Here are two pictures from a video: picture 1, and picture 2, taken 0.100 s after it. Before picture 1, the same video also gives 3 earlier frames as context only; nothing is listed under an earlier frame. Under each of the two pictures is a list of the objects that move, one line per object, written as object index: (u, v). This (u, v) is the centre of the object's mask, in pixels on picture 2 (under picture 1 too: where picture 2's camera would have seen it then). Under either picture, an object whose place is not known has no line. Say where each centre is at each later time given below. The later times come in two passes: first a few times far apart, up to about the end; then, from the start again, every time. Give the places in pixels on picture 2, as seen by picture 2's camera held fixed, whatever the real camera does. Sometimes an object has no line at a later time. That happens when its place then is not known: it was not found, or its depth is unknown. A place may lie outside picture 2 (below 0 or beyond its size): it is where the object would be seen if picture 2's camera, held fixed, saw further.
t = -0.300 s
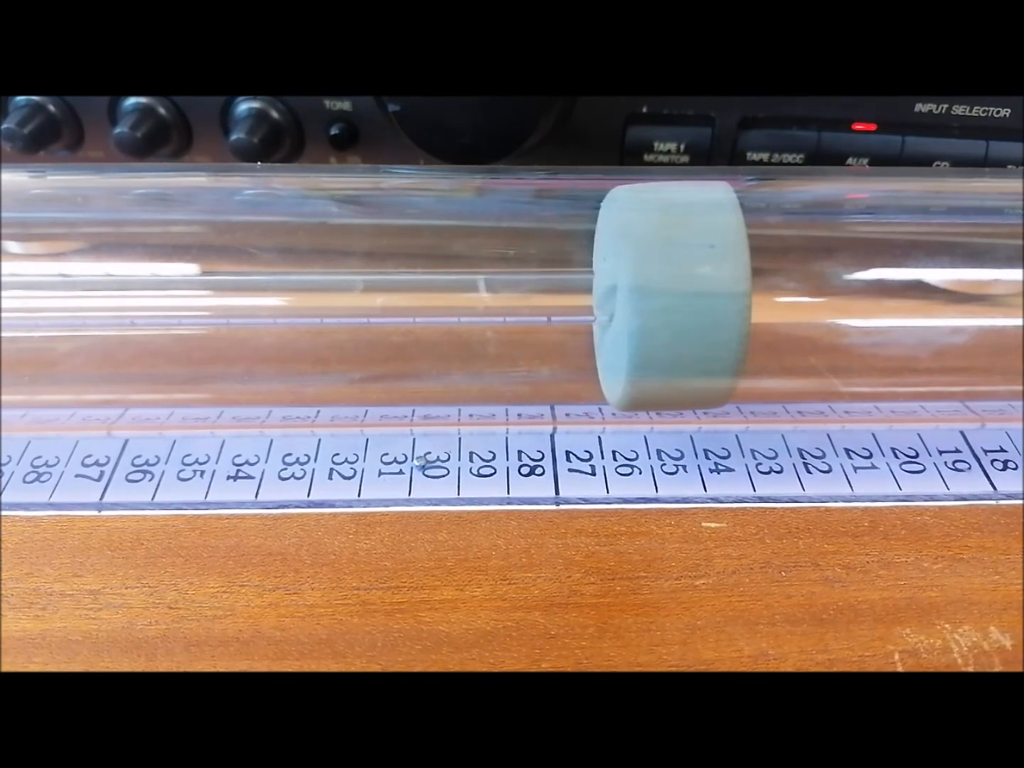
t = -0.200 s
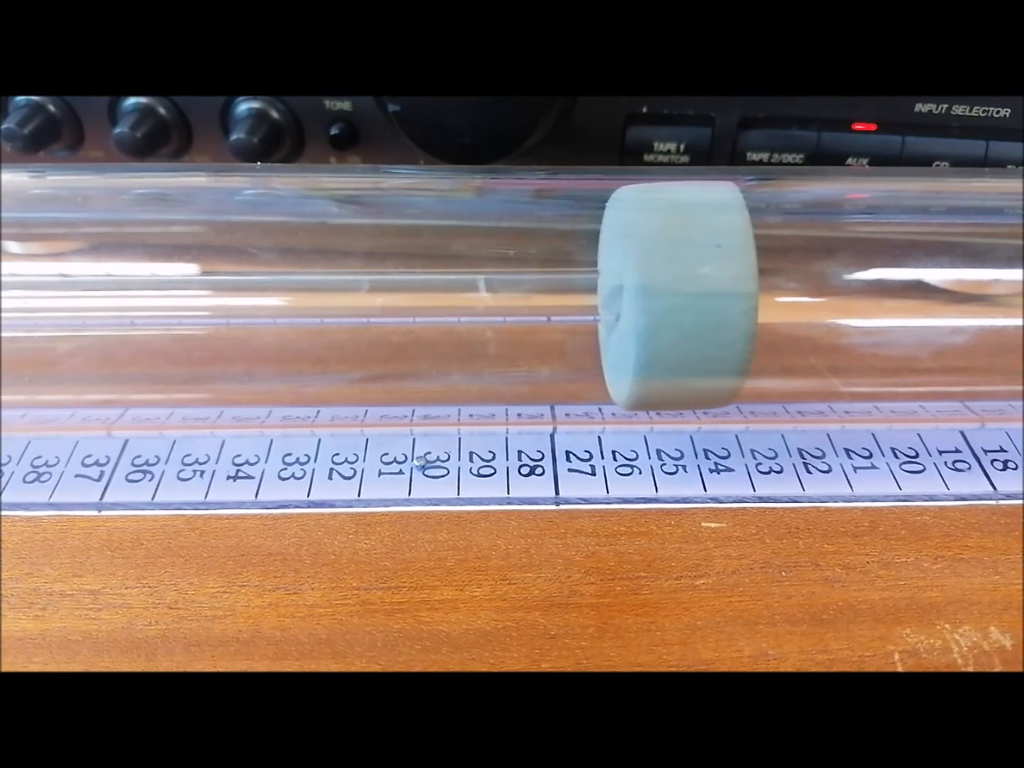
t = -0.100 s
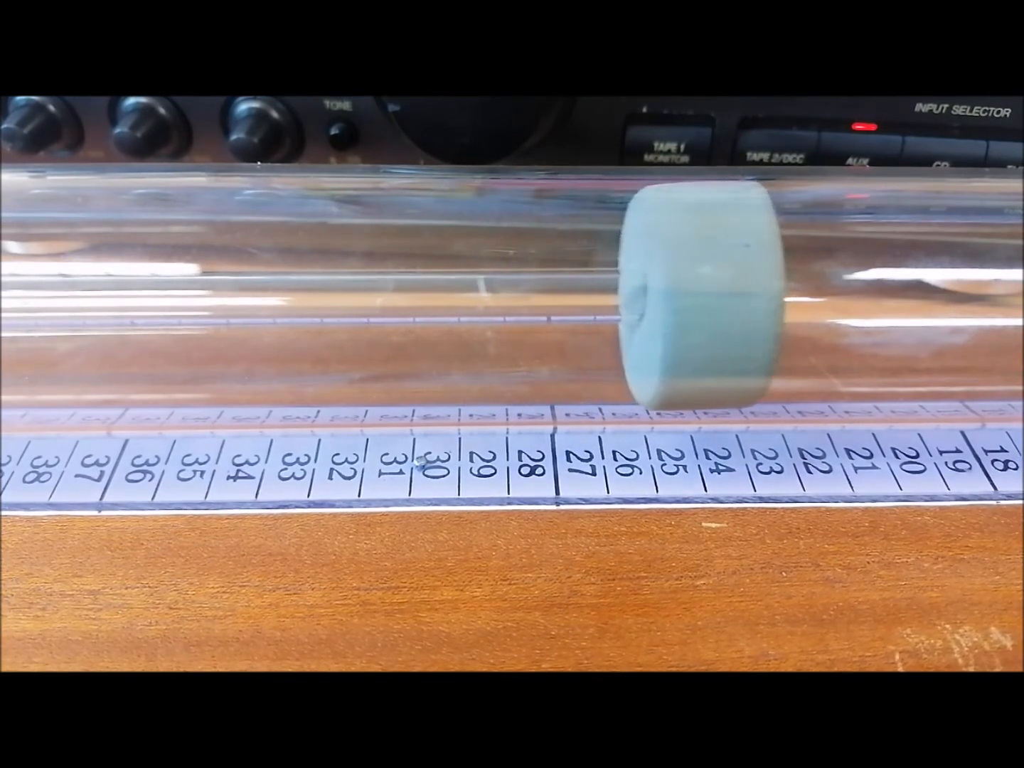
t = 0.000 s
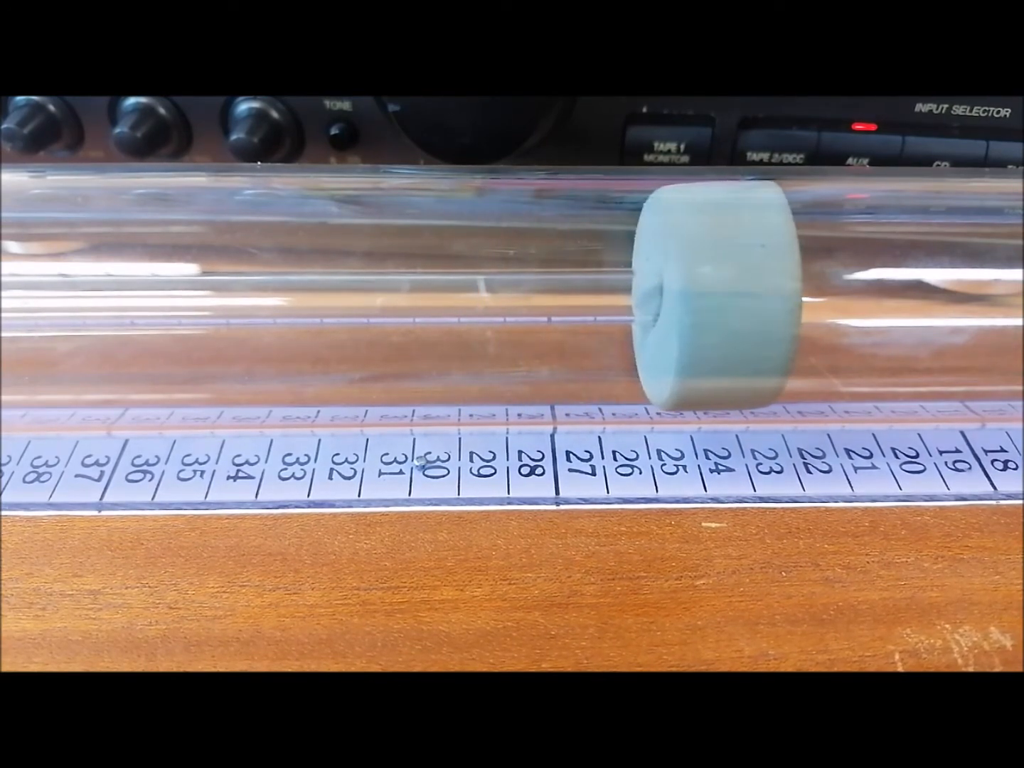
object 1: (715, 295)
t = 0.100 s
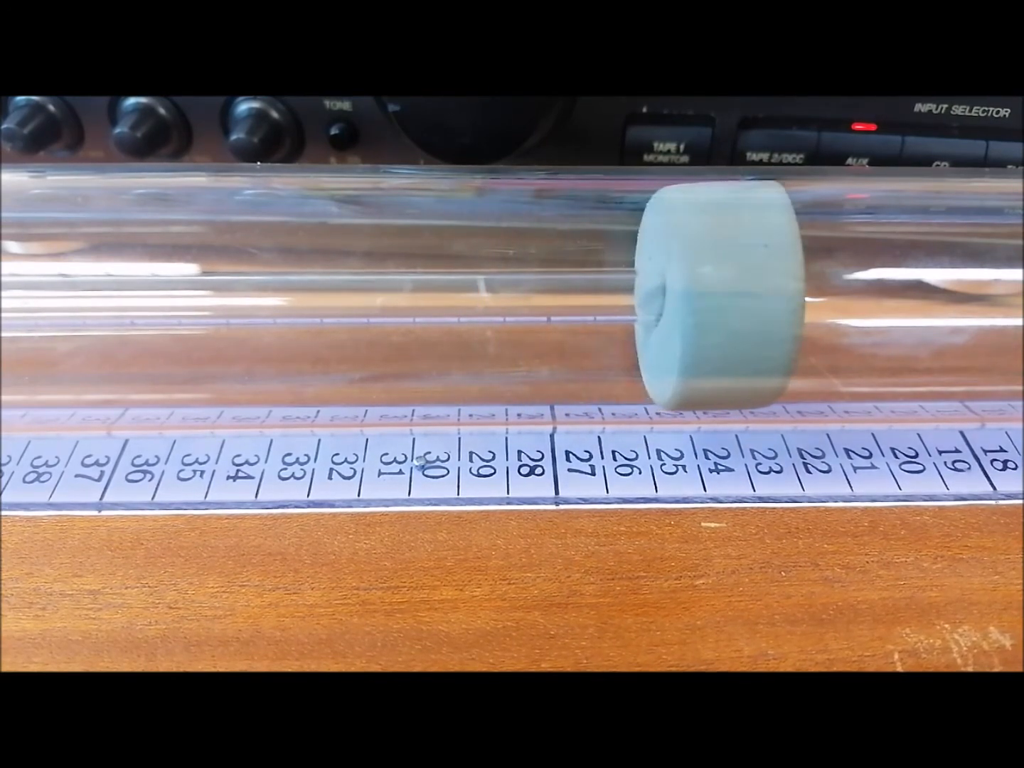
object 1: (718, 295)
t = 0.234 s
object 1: (718, 295)
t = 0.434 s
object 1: (682, 295)
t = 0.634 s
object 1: (662, 295)
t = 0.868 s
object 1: (640, 295)
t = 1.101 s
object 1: (611, 295)
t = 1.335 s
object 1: (617, 295)
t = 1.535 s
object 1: (654, 295)
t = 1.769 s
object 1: (674, 295)
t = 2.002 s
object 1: (653, 295)
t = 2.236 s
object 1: (632, 295)
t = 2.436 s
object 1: (637, 295)
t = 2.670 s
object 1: (663, 295)
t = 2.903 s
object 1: (697, 295)
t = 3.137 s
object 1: (697, 295)
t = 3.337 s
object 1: (648, 295)
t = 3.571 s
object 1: (619, 295)
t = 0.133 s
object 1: (718, 295)
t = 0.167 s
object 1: (718, 295)
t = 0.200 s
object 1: (718, 295)
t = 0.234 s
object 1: (718, 295)
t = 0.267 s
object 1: (716, 296)
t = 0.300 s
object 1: (711, 296)
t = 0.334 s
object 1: (704, 296)
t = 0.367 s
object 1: (697, 296)
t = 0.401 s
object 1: (689, 296)
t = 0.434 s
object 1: (682, 295)
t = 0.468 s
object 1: (675, 295)
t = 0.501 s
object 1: (670, 295)
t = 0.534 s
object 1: (667, 295)
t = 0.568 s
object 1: (665, 295)
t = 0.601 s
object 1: (663, 295)
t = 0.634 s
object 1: (662, 295)
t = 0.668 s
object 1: (661, 295)
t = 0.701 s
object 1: (659, 295)
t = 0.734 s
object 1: (656, 295)
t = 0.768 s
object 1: (653, 295)
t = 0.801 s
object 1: (649, 295)
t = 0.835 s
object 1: (645, 295)
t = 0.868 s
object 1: (640, 295)
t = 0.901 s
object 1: (636, 295)
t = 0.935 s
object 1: (631, 295)
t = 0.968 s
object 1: (626, 295)
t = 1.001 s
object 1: (621, 295)
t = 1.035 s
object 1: (617, 295)
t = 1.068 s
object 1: (614, 295)
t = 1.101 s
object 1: (611, 295)
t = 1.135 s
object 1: (609, 295)
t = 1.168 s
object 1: (609, 295)
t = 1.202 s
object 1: (608, 295)
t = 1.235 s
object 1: (609, 295)
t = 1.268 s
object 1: (611, 295)
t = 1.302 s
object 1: (614, 295)
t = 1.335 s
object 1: (617, 295)
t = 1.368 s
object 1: (621, 295)
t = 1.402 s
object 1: (626, 295)
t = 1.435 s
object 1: (632, 295)
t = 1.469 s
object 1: (638, 295)
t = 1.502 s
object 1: (646, 295)
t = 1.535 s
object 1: (654, 295)
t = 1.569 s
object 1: (661, 295)
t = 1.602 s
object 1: (666, 295)
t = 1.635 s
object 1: (669, 295)
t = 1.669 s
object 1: (672, 295)
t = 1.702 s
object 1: (673, 295)
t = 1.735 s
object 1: (674, 295)
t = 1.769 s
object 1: (674, 295)
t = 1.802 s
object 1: (674, 295)
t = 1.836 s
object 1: (673, 295)
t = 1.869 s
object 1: (671, 295)
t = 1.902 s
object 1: (667, 295)
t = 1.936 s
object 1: (662, 295)
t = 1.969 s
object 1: (657, 295)
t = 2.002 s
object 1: (653, 295)
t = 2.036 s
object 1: (649, 295)
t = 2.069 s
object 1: (645, 295)
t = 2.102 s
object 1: (641, 295)
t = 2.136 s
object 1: (638, 295)
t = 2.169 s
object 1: (634, 295)
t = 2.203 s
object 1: (632, 295)
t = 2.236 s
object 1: (632, 295)
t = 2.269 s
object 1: (632, 295)
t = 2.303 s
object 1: (632, 295)
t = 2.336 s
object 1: (632, 295)
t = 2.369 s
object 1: (634, 295)
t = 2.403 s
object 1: (635, 295)
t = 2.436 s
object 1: (637, 295)
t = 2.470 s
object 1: (640, 295)
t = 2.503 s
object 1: (644, 295)
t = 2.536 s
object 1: (647, 295)
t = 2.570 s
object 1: (650, 295)
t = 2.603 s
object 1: (653, 295)
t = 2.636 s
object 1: (658, 295)
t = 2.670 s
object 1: (663, 295)
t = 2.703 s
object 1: (669, 295)
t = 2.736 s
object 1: (675, 295)
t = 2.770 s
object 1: (680, 294)
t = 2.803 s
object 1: (684, 295)
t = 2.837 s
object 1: (688, 295)
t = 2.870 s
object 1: (693, 295)
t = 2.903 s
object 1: (697, 295)
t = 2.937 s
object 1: (701, 295)
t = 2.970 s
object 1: (703, 295)
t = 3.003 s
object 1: (704, 295)
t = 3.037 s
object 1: (704, 295)
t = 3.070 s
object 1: (703, 295)
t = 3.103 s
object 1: (701, 295)
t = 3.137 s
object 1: (697, 295)
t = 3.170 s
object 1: (691, 295)
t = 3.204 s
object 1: (684, 295)
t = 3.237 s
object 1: (675, 295)
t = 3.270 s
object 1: (667, 295)
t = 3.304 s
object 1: (657, 295)
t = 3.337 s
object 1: (648, 295)
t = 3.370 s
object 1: (639, 295)
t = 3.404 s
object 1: (631, 295)
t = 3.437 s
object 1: (625, 295)
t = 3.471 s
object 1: (622, 295)
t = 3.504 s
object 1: (620, 295)
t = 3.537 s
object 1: (619, 295)
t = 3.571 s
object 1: (619, 295)
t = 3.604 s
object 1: (619, 295)
